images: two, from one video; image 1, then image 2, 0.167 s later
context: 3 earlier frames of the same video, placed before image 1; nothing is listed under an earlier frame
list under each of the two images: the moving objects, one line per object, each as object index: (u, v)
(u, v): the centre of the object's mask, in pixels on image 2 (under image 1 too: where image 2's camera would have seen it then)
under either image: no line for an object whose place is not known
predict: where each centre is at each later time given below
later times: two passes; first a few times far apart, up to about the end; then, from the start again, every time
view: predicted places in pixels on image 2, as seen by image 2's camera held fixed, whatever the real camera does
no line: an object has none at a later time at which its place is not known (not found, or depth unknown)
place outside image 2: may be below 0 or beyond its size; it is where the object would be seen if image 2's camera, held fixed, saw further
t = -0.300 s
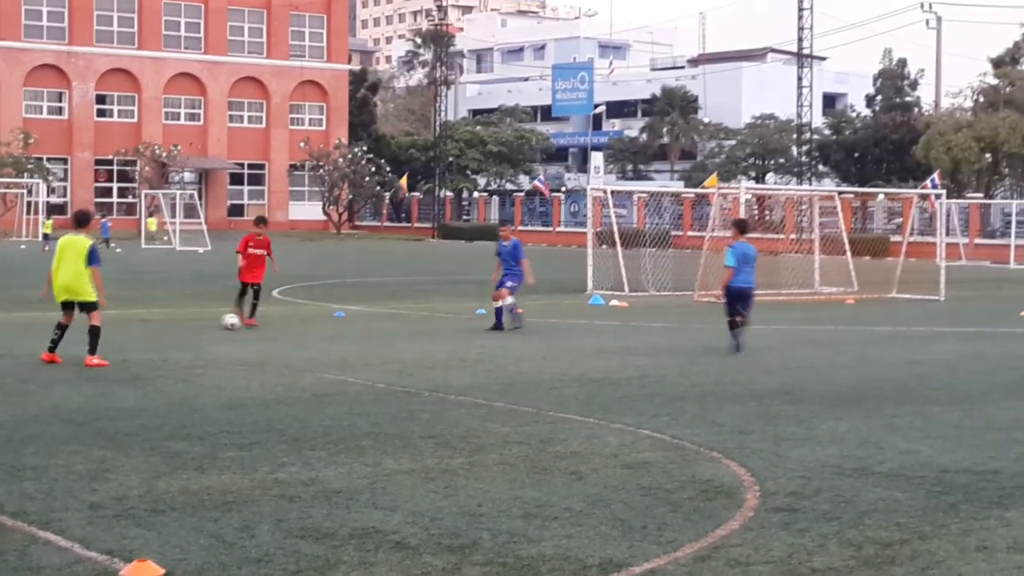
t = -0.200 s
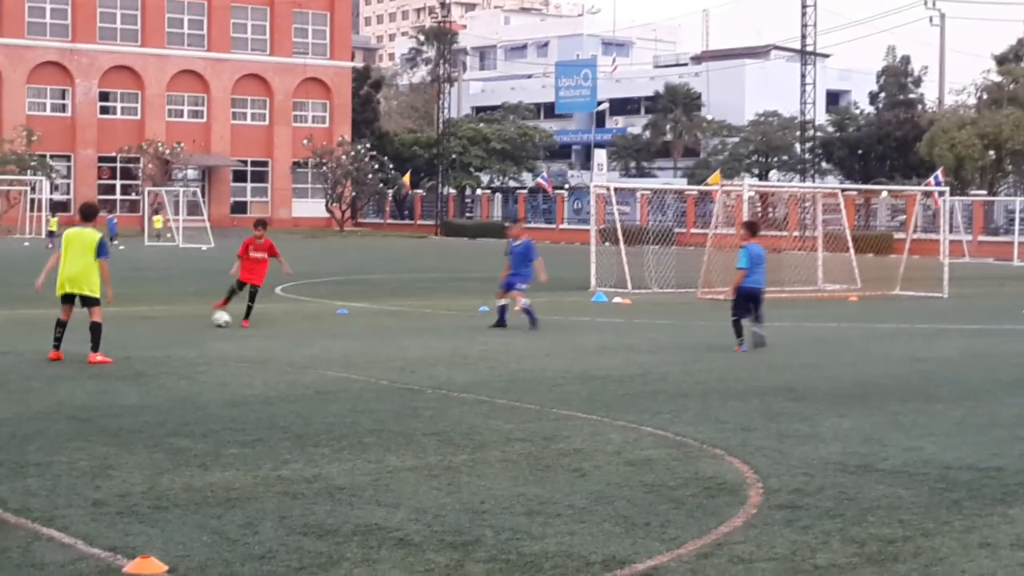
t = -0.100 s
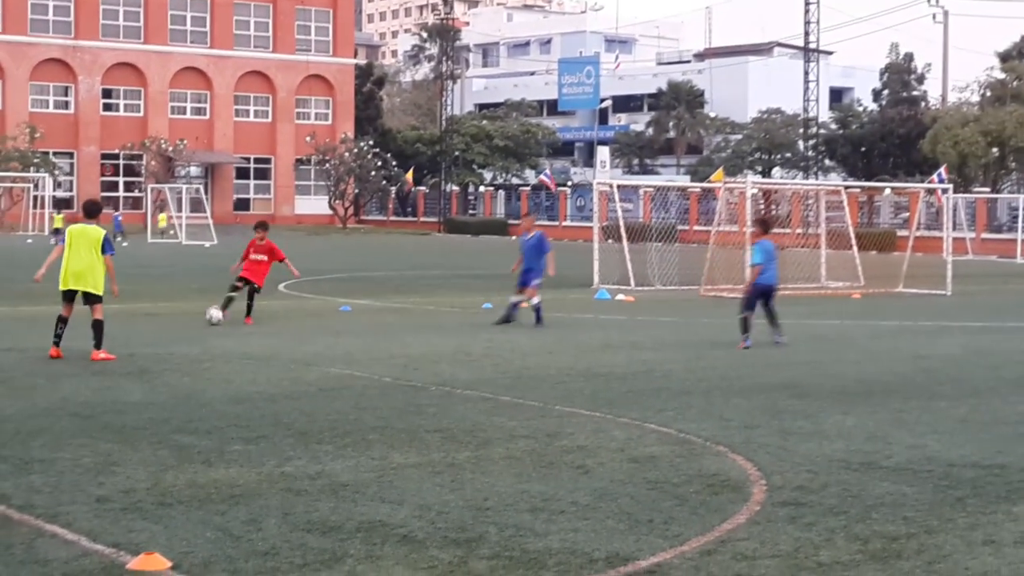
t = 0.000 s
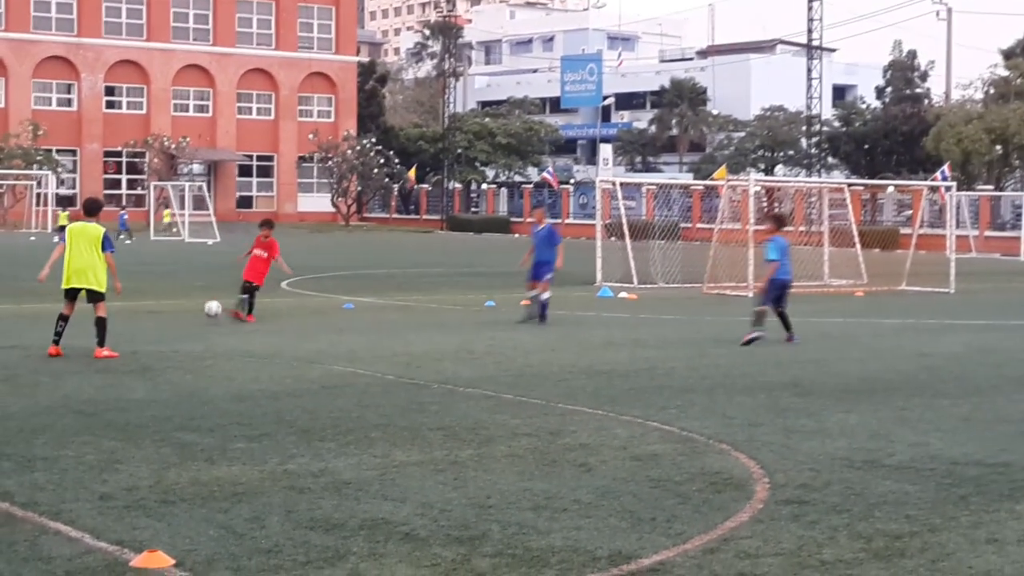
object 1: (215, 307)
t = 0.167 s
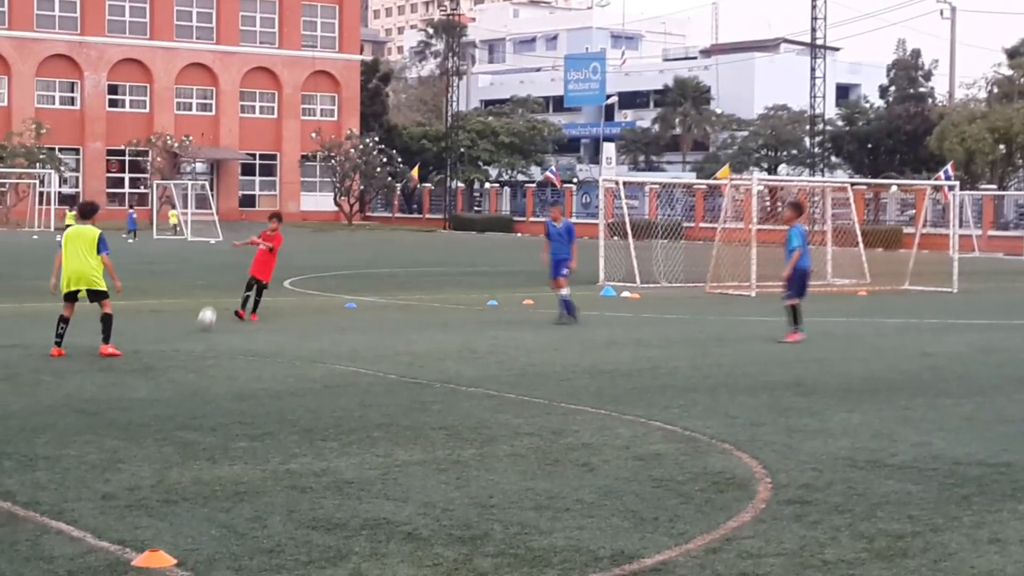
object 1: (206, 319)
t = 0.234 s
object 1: (203, 322)
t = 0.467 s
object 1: (195, 329)
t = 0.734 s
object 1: (184, 336)
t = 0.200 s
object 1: (205, 321)
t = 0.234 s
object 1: (203, 322)
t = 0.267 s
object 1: (202, 320)
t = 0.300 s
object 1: (201, 319)
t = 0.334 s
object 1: (200, 319)
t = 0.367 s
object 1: (199, 320)
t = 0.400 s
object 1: (198, 322)
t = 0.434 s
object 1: (196, 327)
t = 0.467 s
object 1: (195, 329)
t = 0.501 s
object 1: (193, 330)
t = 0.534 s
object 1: (192, 330)
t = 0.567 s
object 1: (191, 329)
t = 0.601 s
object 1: (189, 331)
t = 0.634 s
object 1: (188, 334)
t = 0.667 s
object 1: (187, 337)
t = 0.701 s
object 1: (185, 337)
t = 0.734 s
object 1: (184, 336)
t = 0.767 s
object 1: (182, 337)
